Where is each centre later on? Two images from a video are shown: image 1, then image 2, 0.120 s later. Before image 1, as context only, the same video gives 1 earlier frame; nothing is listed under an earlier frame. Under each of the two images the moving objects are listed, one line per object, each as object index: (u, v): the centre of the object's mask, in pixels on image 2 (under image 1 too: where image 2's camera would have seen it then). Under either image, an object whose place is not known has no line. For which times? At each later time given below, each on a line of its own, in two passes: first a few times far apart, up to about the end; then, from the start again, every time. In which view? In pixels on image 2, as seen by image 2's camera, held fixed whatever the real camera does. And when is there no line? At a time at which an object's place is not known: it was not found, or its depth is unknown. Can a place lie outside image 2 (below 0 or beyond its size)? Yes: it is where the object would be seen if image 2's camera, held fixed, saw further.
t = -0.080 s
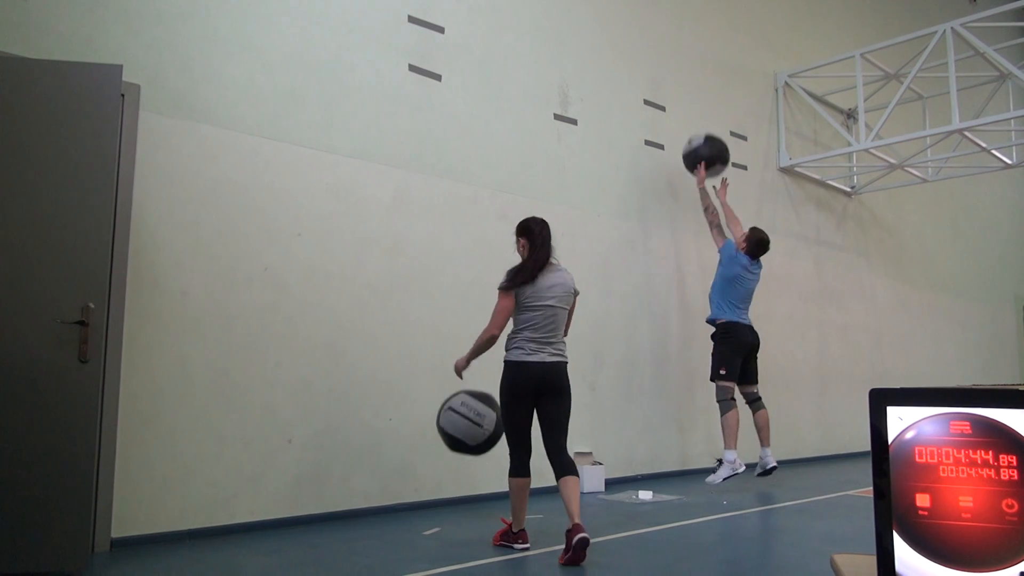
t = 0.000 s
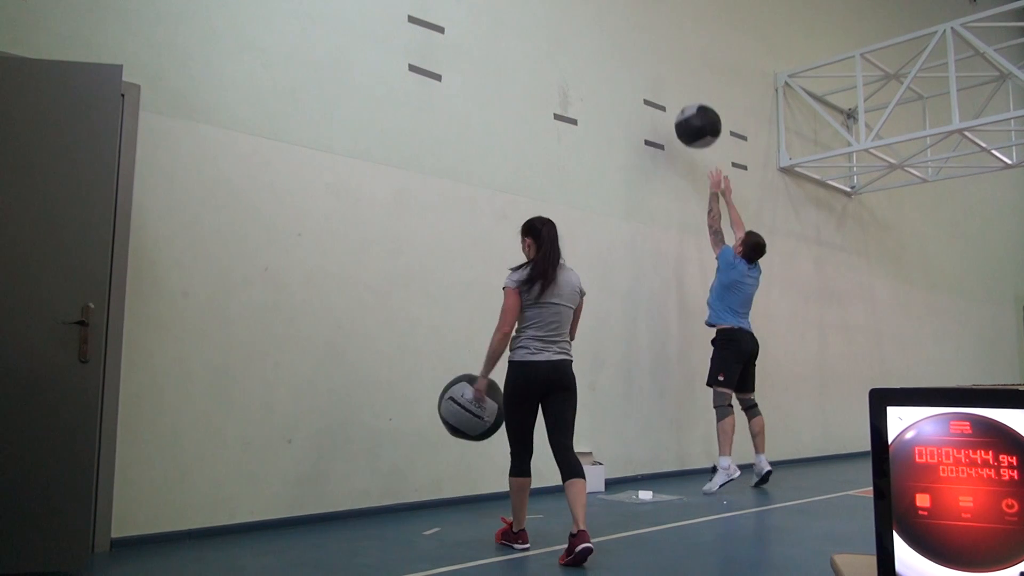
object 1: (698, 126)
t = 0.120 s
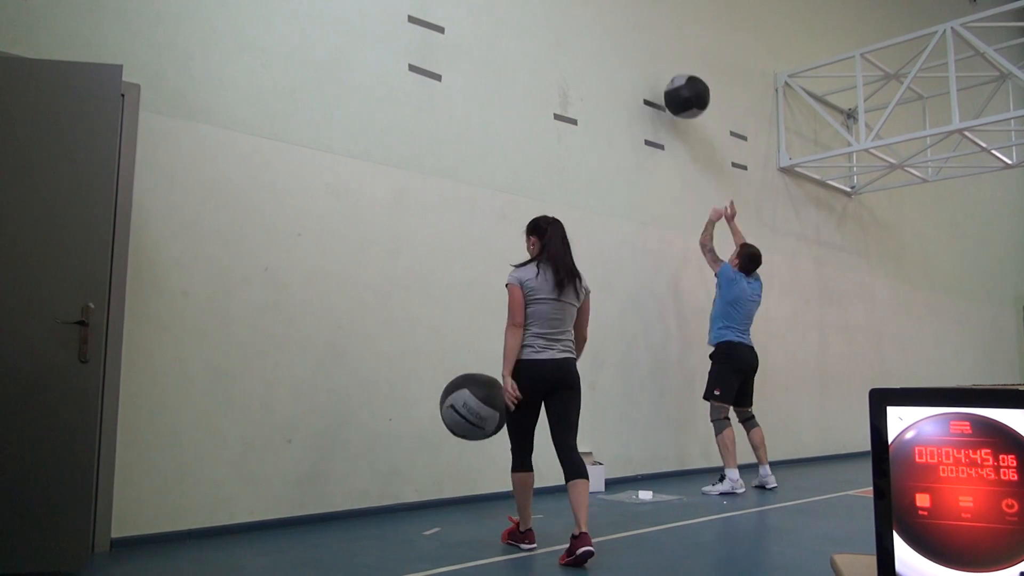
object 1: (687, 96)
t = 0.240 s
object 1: (675, 84)
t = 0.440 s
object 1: (683, 95)
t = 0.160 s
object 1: (683, 90)
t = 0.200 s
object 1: (679, 86)
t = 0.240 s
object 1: (675, 84)
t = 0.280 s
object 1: (675, 83)
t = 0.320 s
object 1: (676, 83)
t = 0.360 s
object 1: (679, 85)
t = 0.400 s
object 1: (681, 89)
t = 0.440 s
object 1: (683, 95)
